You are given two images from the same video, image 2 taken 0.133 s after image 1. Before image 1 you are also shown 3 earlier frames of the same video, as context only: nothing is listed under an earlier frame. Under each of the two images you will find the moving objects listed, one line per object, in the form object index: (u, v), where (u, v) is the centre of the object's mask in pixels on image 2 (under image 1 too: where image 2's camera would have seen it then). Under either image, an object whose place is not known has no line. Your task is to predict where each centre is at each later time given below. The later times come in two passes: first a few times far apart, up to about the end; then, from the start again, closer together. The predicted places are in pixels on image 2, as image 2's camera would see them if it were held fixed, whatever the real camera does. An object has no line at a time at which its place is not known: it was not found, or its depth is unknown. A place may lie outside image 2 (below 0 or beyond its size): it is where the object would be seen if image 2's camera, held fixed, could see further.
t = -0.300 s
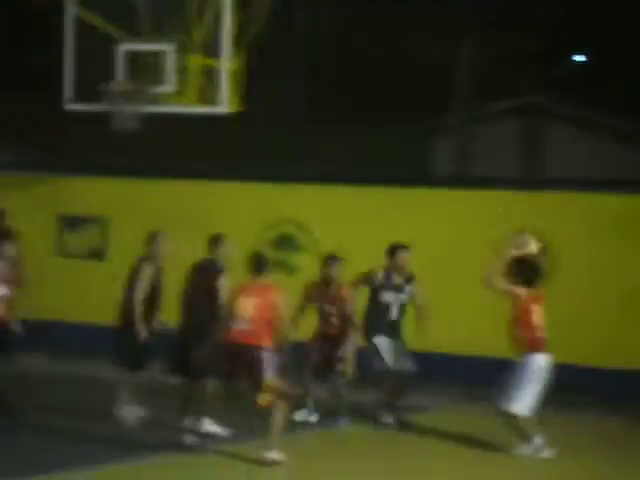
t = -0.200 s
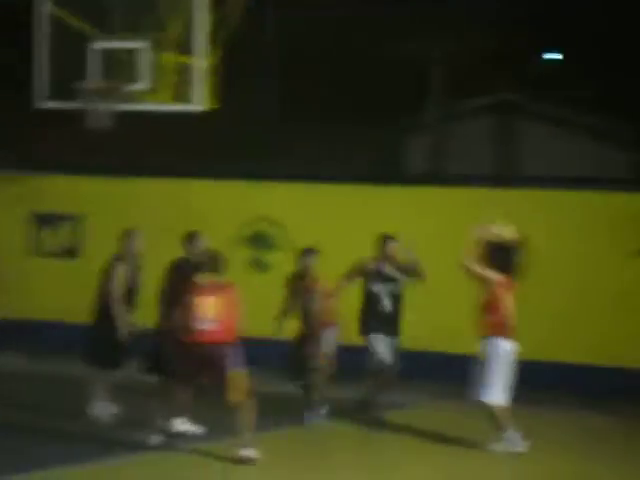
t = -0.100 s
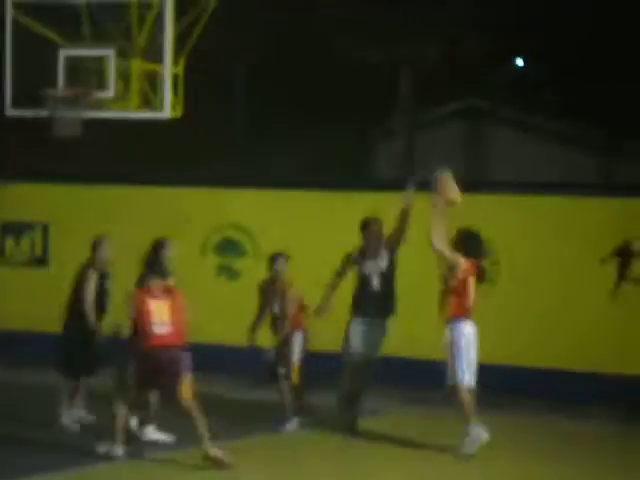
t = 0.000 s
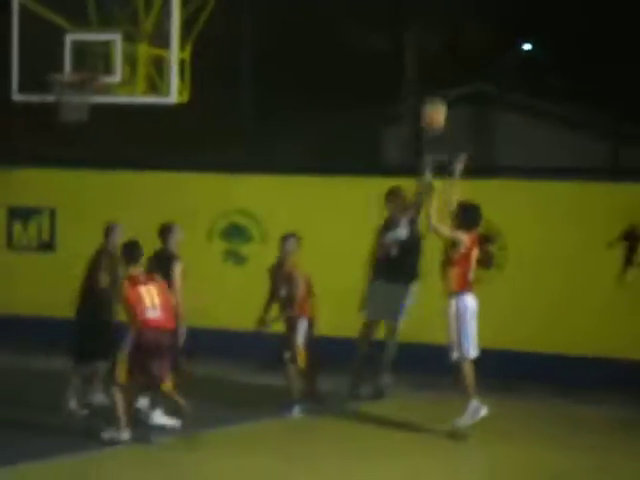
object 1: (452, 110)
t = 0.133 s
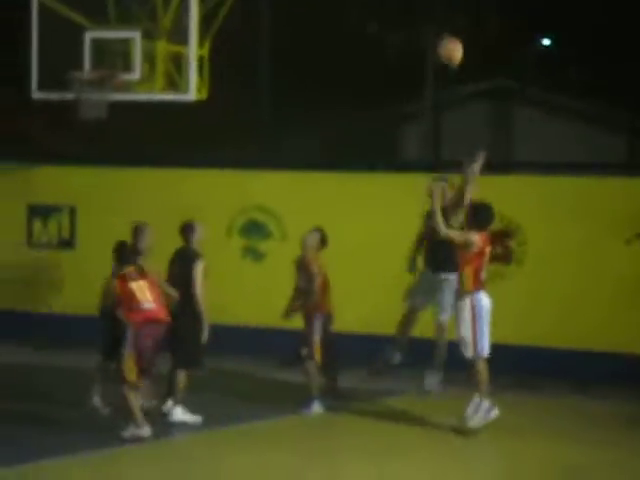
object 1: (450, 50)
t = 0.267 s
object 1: (448, 15)
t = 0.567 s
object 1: (439, 5)
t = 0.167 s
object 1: (450, 41)
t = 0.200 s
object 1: (450, 30)
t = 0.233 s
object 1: (447, 22)
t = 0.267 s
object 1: (448, 15)
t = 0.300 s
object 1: (449, 8)
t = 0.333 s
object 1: (446, 4)
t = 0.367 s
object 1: (445, 0)
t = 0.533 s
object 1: (441, 2)
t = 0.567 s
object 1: (439, 5)
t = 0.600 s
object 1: (439, 11)
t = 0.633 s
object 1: (438, 17)
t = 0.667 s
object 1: (437, 25)
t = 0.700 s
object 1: (436, 35)
